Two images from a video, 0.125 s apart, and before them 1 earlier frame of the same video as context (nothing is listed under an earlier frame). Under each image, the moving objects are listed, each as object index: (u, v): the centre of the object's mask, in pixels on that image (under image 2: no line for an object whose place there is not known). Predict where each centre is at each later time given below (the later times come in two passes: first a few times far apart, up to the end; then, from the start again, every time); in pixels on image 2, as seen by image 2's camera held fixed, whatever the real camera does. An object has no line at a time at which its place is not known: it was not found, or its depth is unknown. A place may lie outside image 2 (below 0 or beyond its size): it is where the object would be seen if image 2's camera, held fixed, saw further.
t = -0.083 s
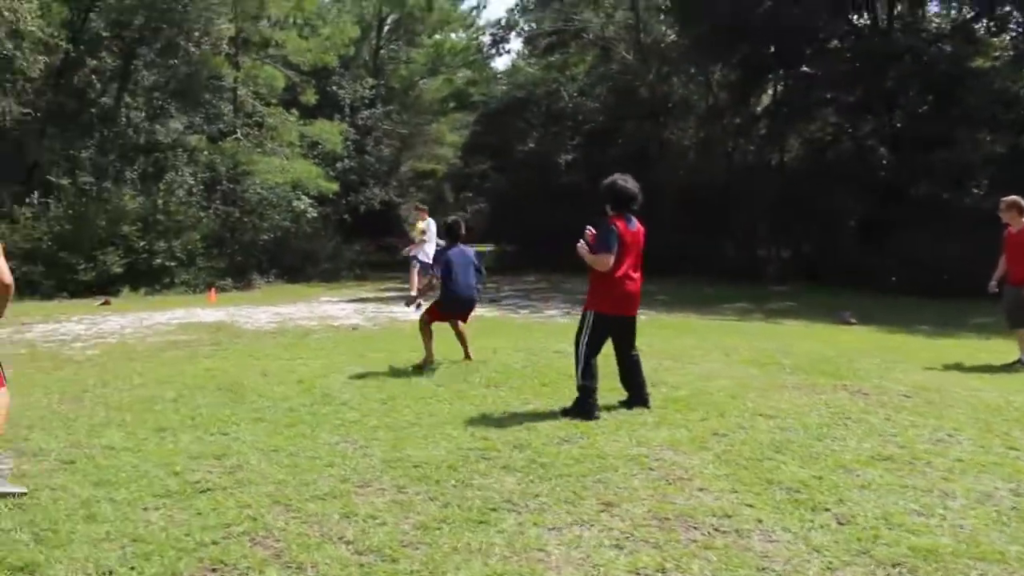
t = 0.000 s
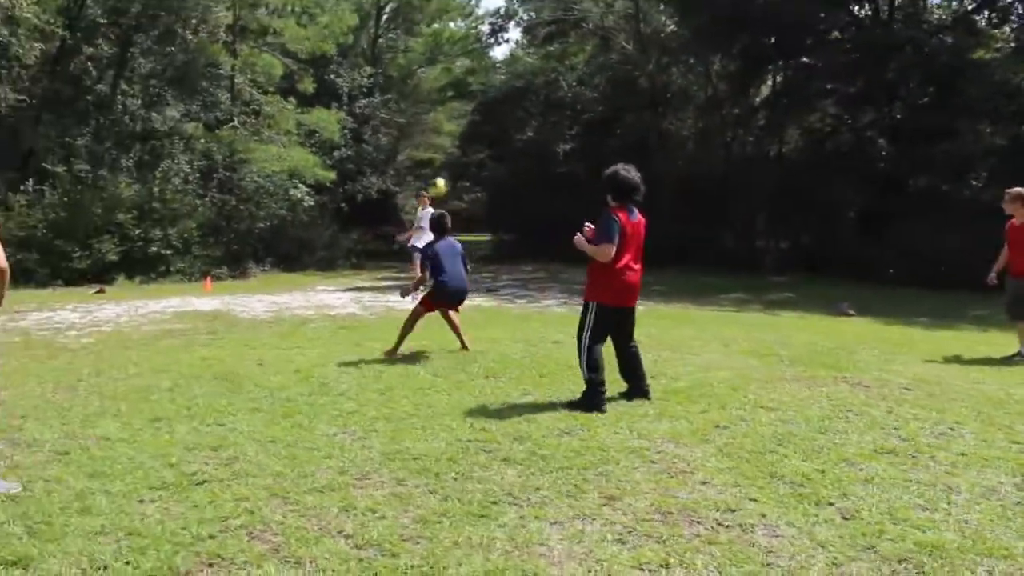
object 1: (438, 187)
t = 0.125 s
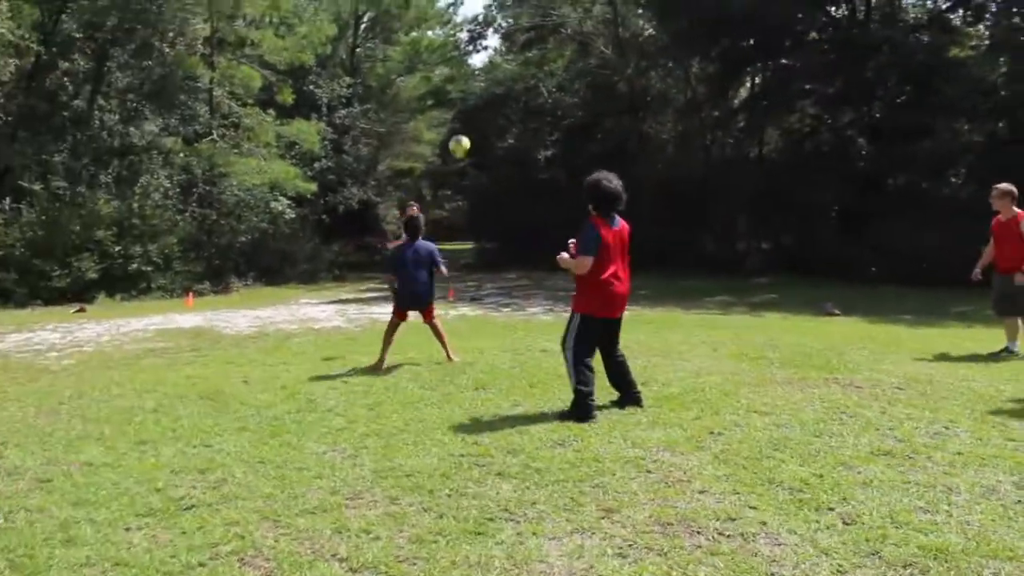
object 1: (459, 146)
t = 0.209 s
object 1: (495, 111)
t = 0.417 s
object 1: (644, 11)
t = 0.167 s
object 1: (475, 129)
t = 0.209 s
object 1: (495, 111)
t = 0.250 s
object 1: (517, 92)
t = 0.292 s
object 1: (543, 73)
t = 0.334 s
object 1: (570, 52)
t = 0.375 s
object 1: (604, 32)
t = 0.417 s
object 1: (644, 11)
